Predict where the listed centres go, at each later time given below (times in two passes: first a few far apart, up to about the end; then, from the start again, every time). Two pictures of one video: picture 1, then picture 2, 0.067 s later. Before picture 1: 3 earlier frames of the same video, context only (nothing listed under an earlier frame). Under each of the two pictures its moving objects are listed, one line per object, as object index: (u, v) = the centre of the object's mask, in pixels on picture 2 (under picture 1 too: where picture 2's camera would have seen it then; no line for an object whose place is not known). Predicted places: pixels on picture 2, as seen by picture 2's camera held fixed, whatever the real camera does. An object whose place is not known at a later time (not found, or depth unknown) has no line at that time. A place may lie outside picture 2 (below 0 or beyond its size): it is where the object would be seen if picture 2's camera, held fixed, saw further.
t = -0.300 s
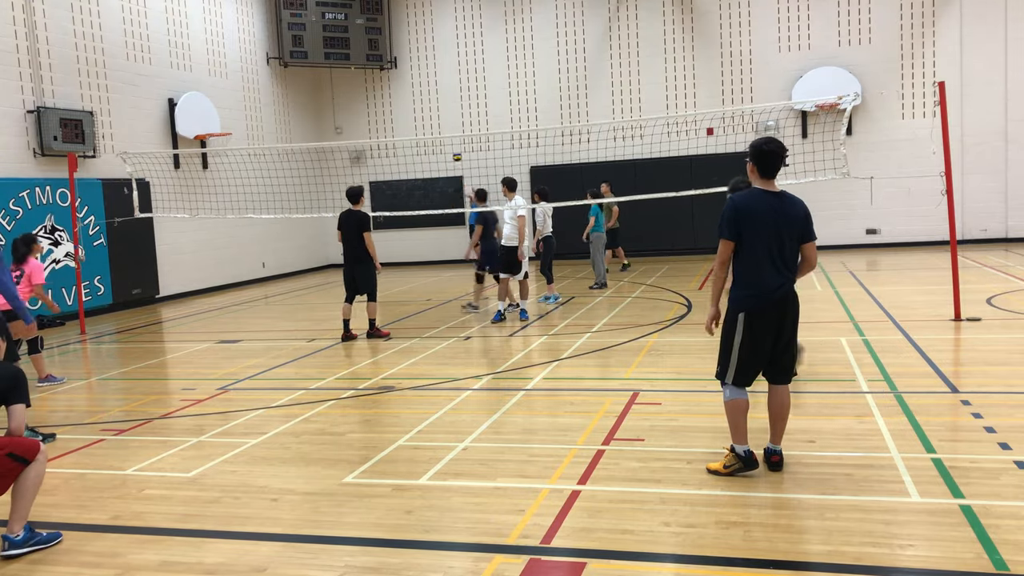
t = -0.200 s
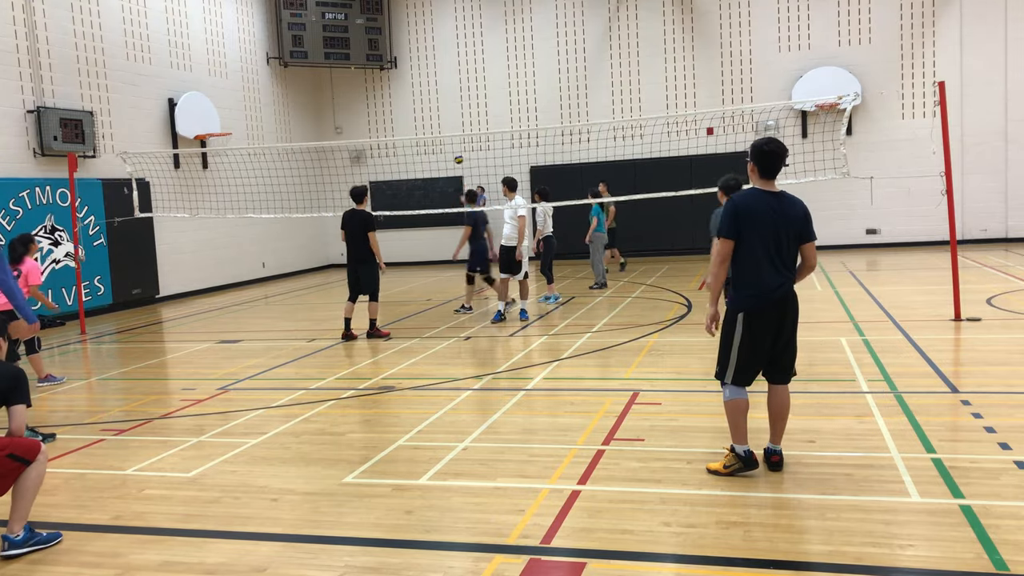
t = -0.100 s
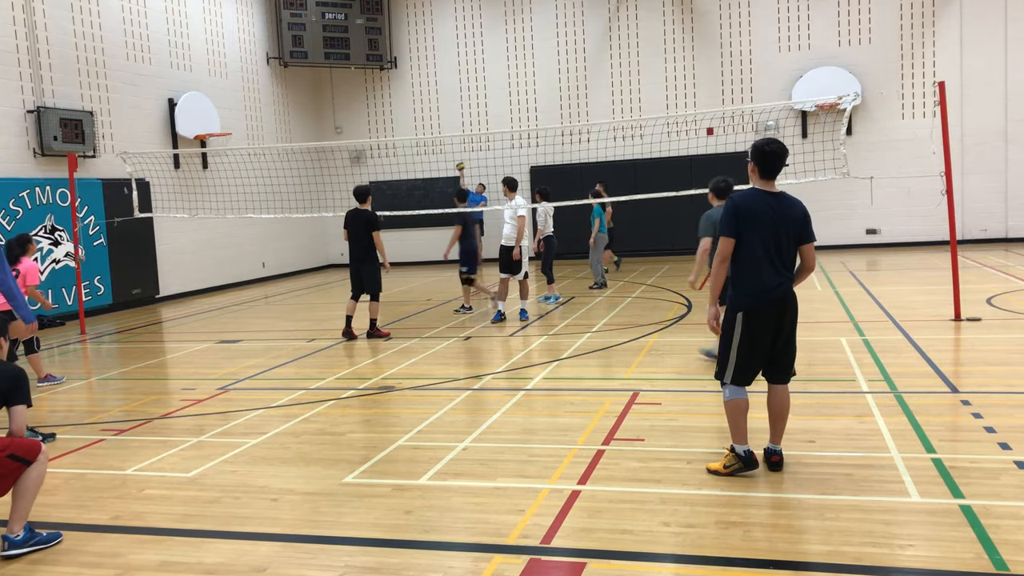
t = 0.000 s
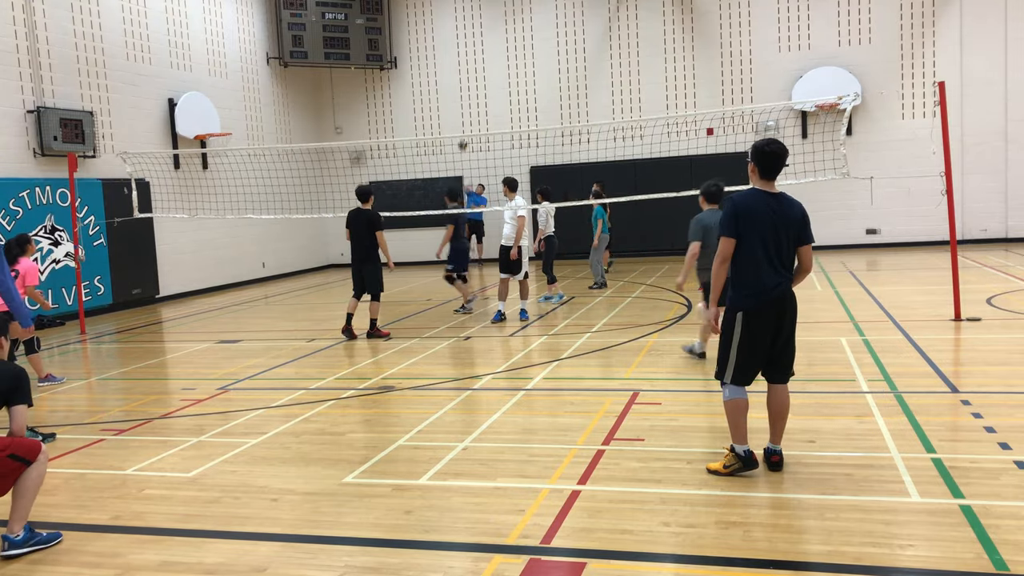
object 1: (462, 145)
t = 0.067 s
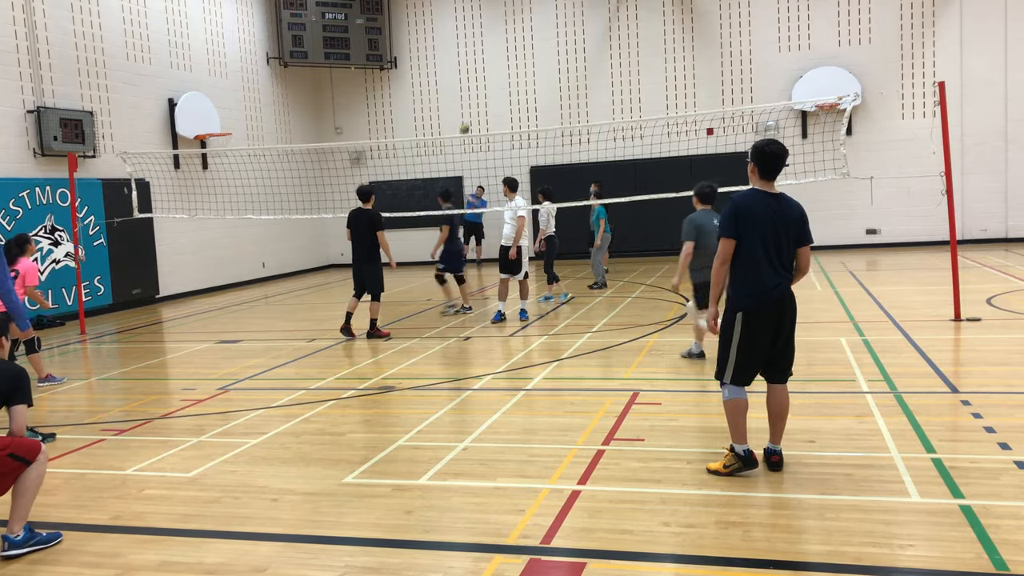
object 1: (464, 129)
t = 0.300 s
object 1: (473, 78)
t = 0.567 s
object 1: (494, 44)
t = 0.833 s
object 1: (527, 71)
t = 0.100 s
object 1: (465, 121)
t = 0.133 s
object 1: (466, 113)
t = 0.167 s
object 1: (467, 105)
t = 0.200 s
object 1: (468, 98)
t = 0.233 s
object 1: (470, 92)
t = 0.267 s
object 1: (471, 84)
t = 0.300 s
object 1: (473, 78)
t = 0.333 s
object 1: (475, 72)
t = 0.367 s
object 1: (477, 67)
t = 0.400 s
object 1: (480, 61)
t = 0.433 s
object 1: (482, 58)
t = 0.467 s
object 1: (484, 53)
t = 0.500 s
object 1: (488, 49)
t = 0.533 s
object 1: (491, 46)
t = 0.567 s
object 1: (494, 44)
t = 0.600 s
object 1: (498, 44)
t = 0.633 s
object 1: (501, 45)
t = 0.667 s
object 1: (505, 46)
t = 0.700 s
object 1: (509, 49)
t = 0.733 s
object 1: (513, 52)
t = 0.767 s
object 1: (517, 57)
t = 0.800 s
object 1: (522, 63)
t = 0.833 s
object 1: (527, 71)
